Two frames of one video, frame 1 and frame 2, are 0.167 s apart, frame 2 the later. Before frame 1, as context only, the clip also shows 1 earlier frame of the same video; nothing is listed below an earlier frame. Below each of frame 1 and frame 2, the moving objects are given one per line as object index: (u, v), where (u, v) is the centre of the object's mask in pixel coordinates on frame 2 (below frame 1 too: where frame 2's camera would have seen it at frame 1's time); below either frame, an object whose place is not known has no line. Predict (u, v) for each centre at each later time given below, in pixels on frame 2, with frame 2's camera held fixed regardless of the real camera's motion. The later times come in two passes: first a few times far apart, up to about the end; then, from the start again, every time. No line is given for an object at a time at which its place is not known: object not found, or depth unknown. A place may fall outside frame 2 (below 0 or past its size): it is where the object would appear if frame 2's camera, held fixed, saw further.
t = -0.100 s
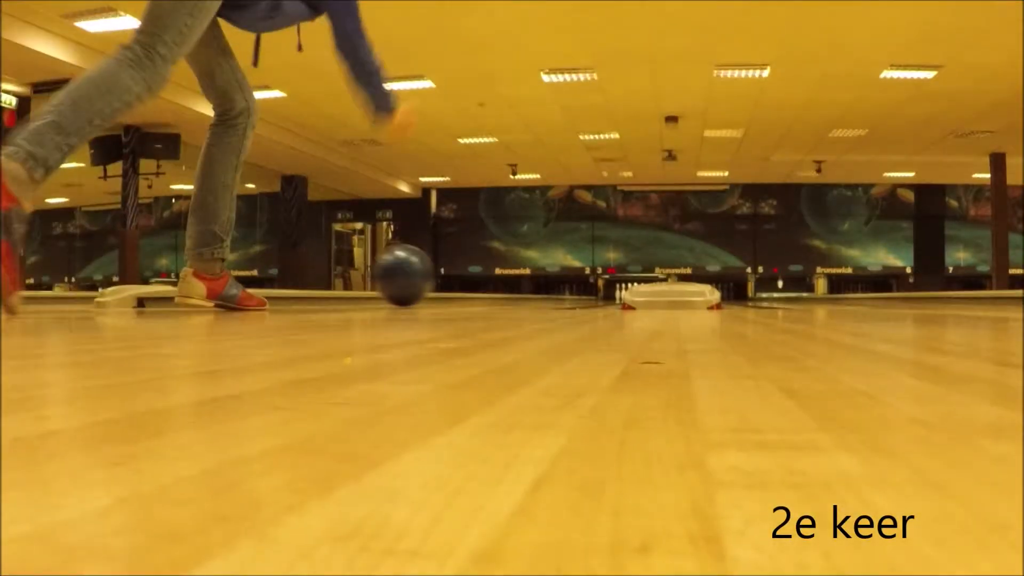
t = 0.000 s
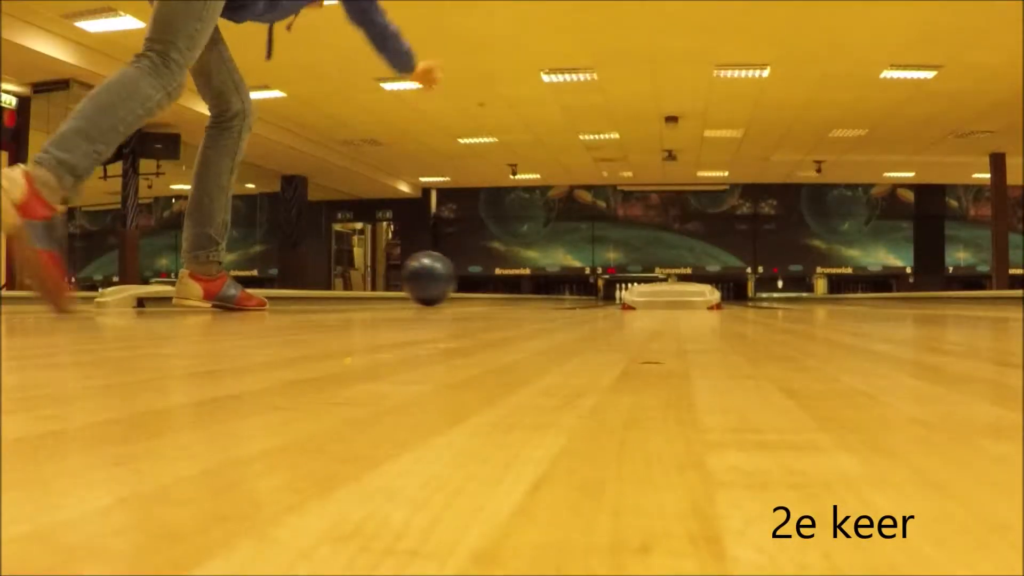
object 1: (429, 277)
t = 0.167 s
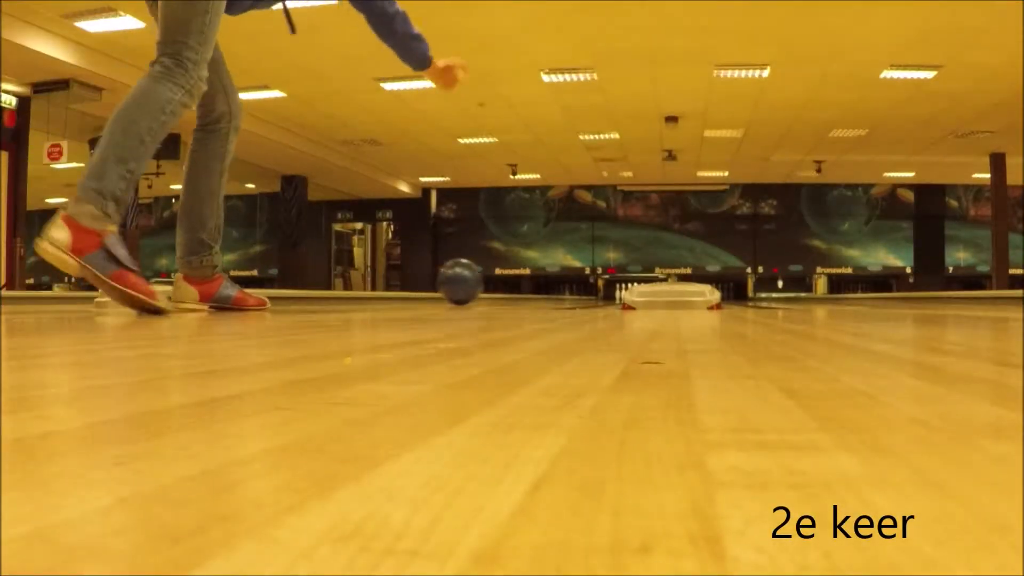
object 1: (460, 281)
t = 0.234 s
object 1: (470, 282)
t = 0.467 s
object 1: (497, 285)
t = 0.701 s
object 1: (516, 287)
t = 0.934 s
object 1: (530, 288)
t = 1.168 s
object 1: (542, 289)
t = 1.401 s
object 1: (551, 290)
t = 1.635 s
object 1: (557, 291)
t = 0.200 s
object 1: (465, 281)
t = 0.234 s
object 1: (470, 282)
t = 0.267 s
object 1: (474, 282)
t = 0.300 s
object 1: (479, 283)
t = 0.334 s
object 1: (482, 283)
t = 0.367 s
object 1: (486, 283)
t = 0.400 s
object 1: (490, 284)
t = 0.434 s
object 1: (494, 285)
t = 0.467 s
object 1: (497, 285)
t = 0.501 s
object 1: (500, 285)
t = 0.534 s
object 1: (503, 285)
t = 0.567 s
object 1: (506, 286)
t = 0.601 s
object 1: (509, 287)
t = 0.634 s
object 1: (511, 287)
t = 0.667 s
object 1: (514, 287)
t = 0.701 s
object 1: (516, 287)
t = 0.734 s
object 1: (518, 287)
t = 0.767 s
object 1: (521, 287)
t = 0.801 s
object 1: (523, 287)
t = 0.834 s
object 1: (525, 287)
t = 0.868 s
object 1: (527, 287)
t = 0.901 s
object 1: (529, 288)
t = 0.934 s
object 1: (530, 288)
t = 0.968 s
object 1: (532, 288)
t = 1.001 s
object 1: (534, 288)
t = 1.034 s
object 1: (535, 288)
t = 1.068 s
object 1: (537, 289)
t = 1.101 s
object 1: (538, 289)
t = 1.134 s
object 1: (540, 289)
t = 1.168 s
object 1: (542, 289)
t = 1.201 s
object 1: (543, 289)
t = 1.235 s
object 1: (544, 289)
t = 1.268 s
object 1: (546, 290)
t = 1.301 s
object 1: (547, 290)
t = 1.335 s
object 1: (548, 290)
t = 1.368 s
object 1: (549, 290)
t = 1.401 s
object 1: (551, 290)
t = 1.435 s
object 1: (551, 290)
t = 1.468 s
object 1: (553, 290)
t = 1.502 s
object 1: (554, 291)
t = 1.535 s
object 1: (554, 291)
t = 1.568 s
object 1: (555, 291)
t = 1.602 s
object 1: (556, 291)
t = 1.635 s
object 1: (557, 291)
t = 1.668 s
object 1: (558, 291)
